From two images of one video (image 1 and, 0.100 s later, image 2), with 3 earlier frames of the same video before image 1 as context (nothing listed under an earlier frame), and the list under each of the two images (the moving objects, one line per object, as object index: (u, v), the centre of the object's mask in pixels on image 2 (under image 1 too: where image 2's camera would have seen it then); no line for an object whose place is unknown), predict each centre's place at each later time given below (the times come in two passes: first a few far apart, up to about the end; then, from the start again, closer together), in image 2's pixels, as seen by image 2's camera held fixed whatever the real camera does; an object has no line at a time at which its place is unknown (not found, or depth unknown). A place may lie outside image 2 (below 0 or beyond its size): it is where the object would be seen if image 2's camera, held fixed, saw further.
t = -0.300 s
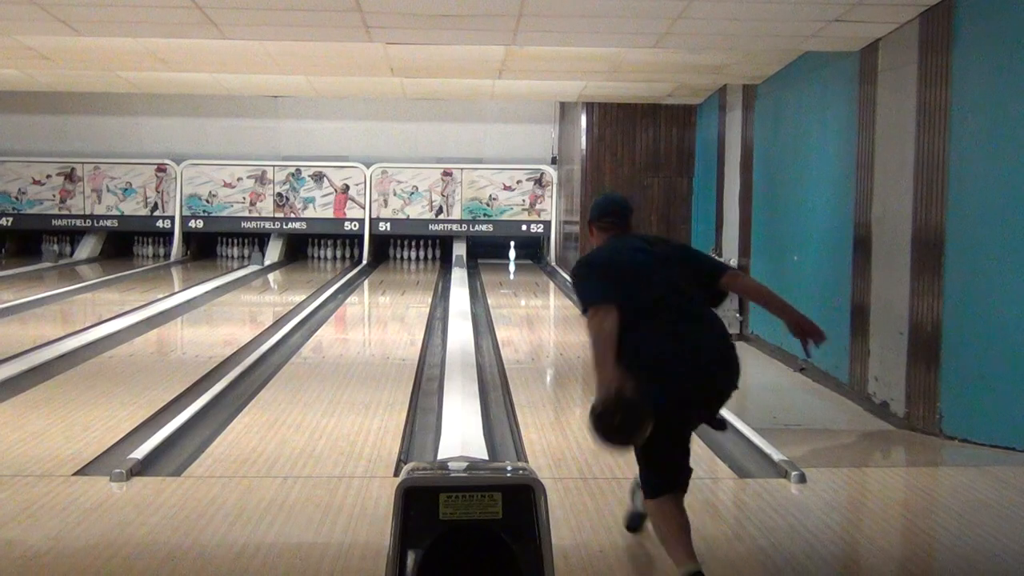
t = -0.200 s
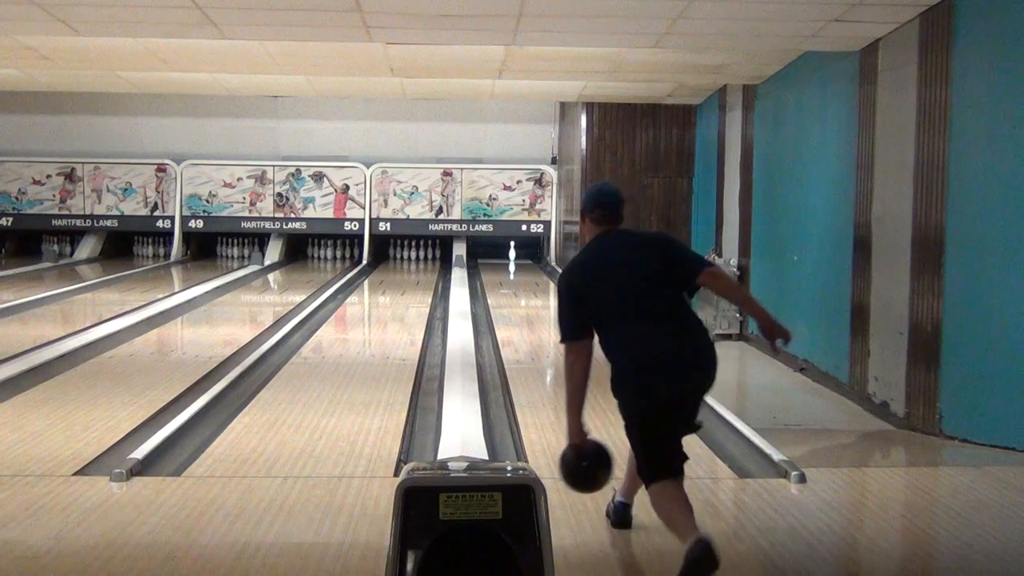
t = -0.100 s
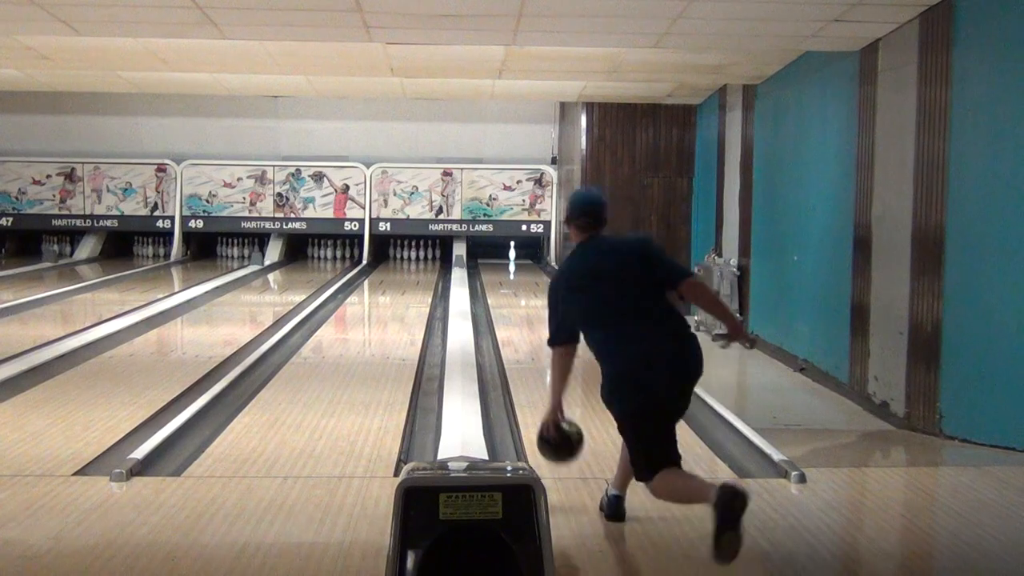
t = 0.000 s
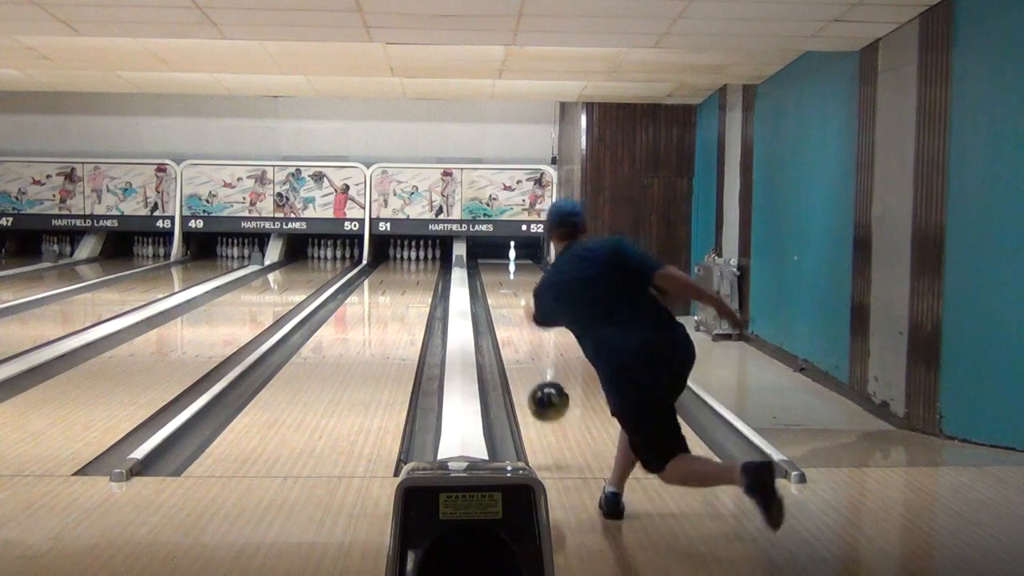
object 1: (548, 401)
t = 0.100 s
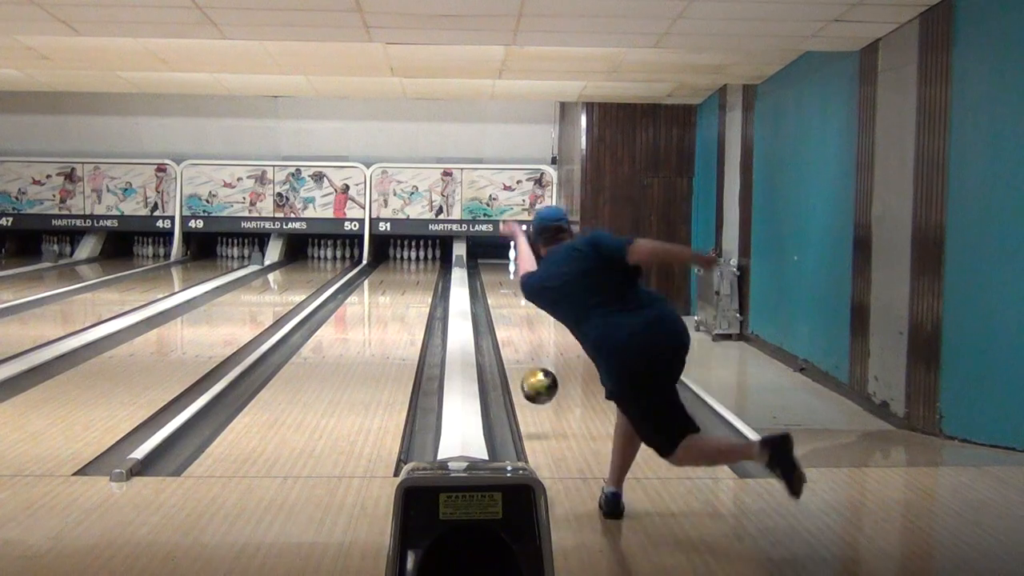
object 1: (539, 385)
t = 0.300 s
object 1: (526, 380)
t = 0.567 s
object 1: (511, 345)
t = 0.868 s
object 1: (508, 316)
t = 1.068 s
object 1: (505, 302)
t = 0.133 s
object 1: (536, 385)
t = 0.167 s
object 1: (534, 385)
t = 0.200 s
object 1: (532, 388)
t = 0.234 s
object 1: (530, 392)
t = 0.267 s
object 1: (527, 386)
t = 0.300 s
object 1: (526, 380)
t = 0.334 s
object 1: (524, 375)
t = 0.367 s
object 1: (522, 370)
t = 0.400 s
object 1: (521, 364)
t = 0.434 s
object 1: (520, 360)
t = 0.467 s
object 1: (524, 356)
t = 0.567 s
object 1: (511, 345)
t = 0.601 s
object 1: (512, 341)
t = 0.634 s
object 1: (513, 336)
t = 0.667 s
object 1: (512, 333)
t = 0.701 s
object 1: (511, 330)
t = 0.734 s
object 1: (510, 327)
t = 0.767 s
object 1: (510, 324)
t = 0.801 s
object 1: (509, 321)
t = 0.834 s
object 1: (509, 319)
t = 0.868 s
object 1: (508, 316)
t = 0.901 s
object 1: (507, 314)
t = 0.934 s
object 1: (507, 311)
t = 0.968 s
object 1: (507, 309)
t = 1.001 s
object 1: (506, 306)
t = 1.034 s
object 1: (506, 304)
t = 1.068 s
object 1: (505, 302)
